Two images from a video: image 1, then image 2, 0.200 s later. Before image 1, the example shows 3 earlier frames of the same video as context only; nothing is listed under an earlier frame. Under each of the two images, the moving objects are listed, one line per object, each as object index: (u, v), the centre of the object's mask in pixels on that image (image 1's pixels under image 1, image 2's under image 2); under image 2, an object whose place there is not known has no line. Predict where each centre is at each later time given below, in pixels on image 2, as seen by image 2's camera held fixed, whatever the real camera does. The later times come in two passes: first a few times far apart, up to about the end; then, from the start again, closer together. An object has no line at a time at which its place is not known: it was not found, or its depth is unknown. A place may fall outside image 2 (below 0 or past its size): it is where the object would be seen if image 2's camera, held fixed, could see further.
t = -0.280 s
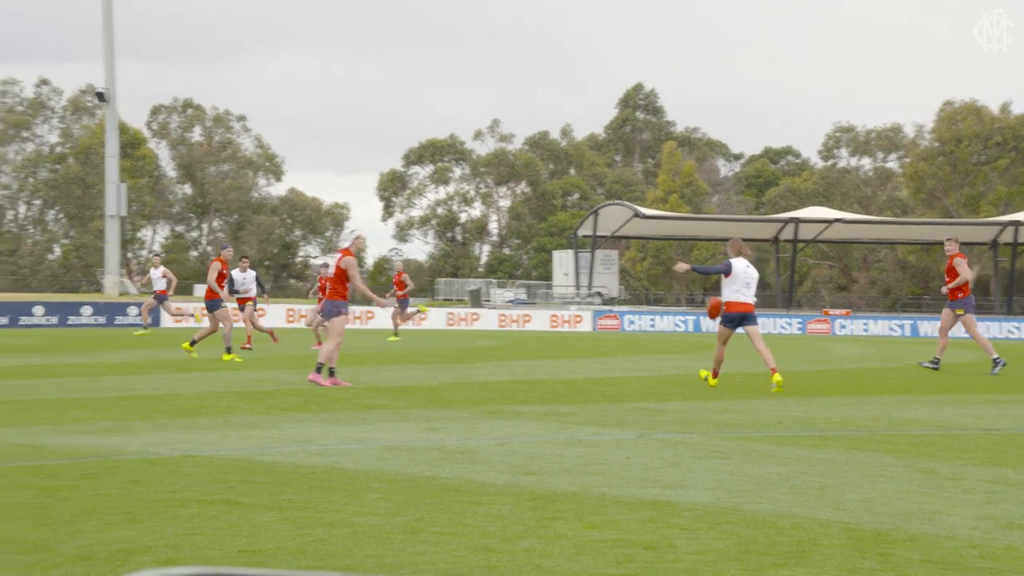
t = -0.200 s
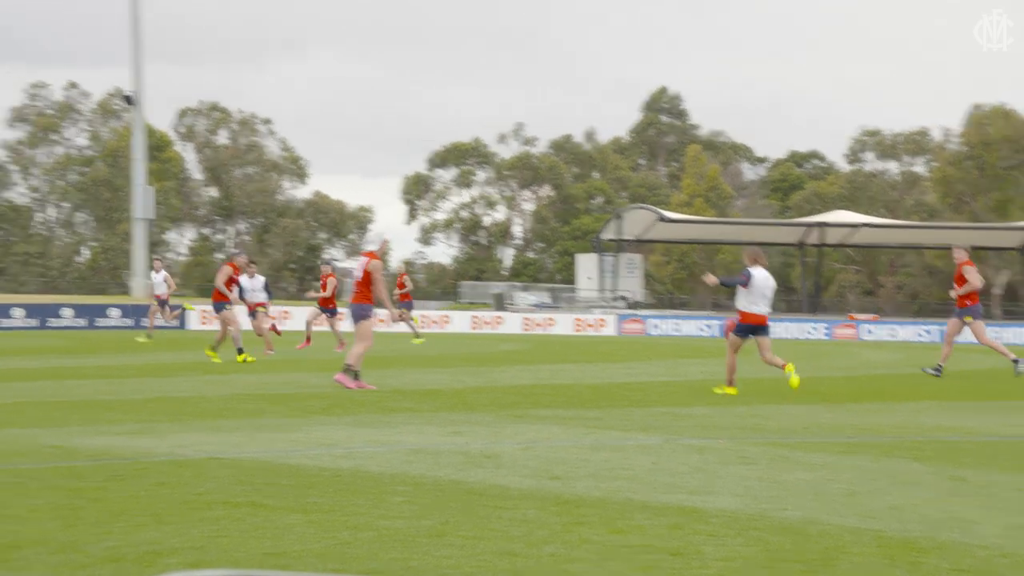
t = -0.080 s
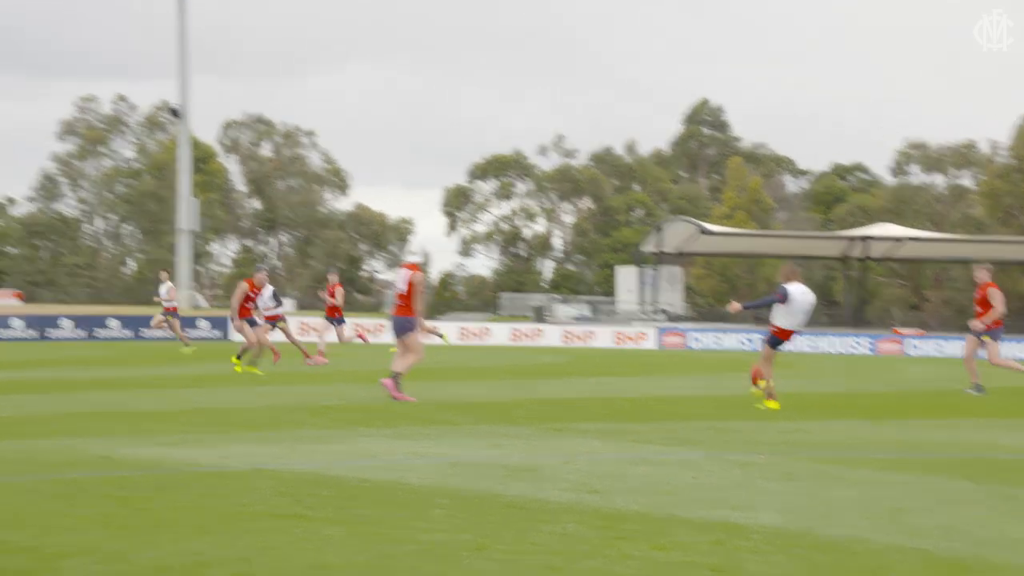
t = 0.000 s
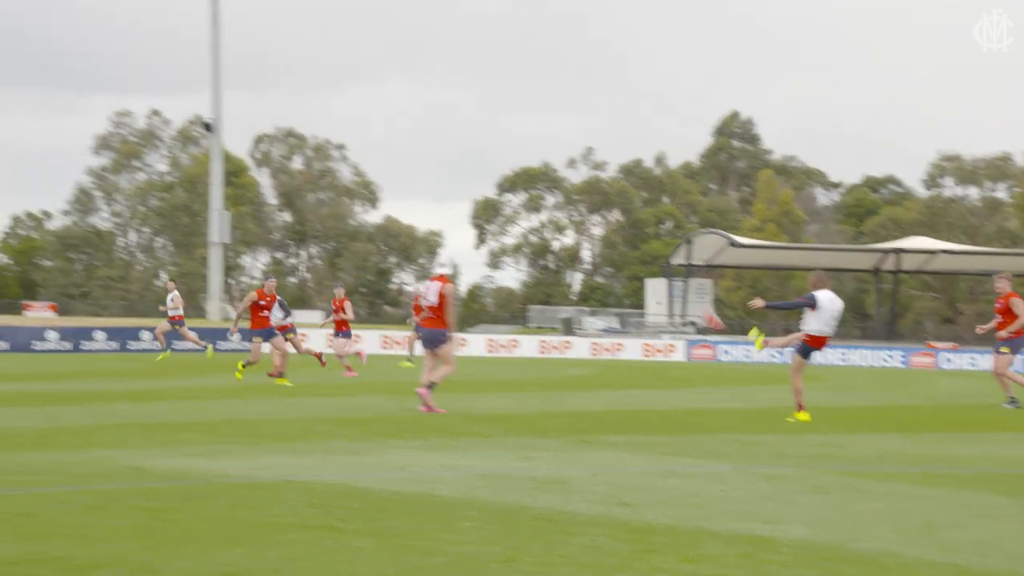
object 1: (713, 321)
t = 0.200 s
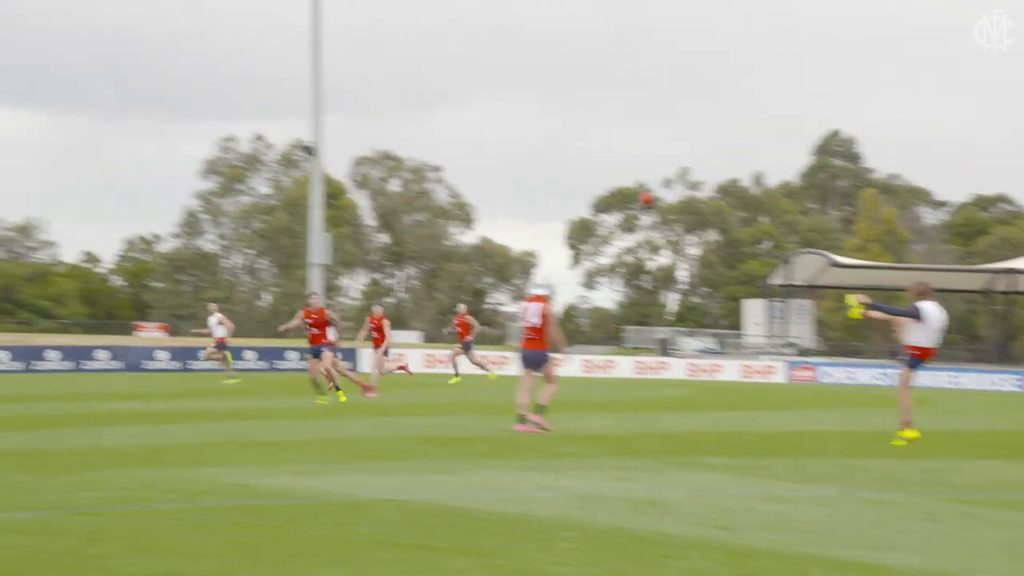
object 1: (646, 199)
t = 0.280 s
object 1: (588, 157)
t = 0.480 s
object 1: (461, 76)
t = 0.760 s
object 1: (313, 12)
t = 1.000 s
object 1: (206, -7)
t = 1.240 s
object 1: (108, 4)
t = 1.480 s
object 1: (18, 41)
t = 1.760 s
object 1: (-84, 114)
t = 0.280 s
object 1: (588, 157)
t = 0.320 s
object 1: (561, 138)
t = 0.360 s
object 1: (534, 120)
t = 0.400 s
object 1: (509, 103)
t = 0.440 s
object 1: (485, 89)
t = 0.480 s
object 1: (461, 76)
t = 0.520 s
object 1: (438, 63)
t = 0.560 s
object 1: (416, 52)
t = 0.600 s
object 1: (394, 42)
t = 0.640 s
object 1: (373, 32)
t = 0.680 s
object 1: (352, 25)
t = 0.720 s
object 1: (332, 18)
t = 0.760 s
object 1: (313, 12)
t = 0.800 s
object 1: (294, 7)
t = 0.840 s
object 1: (275, 2)
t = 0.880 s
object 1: (258, -1)
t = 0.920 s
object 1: (240, -4)
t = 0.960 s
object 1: (223, -5)
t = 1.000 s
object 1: (206, -7)
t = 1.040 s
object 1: (189, -7)
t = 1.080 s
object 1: (172, -6)
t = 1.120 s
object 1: (156, -5)
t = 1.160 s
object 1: (140, -2)
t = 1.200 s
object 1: (124, 0)
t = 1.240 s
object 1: (108, 4)
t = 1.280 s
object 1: (93, 9)
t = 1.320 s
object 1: (77, 14)
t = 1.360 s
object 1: (63, 20)
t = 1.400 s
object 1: (47, 26)
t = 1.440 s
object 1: (32, 34)
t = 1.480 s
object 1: (18, 41)
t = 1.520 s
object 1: (3, 50)
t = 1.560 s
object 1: (-12, 59)
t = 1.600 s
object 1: (-26, 69)
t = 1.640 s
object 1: (-41, 79)
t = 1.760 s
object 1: (-84, 114)
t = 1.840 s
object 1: (-113, 140)
